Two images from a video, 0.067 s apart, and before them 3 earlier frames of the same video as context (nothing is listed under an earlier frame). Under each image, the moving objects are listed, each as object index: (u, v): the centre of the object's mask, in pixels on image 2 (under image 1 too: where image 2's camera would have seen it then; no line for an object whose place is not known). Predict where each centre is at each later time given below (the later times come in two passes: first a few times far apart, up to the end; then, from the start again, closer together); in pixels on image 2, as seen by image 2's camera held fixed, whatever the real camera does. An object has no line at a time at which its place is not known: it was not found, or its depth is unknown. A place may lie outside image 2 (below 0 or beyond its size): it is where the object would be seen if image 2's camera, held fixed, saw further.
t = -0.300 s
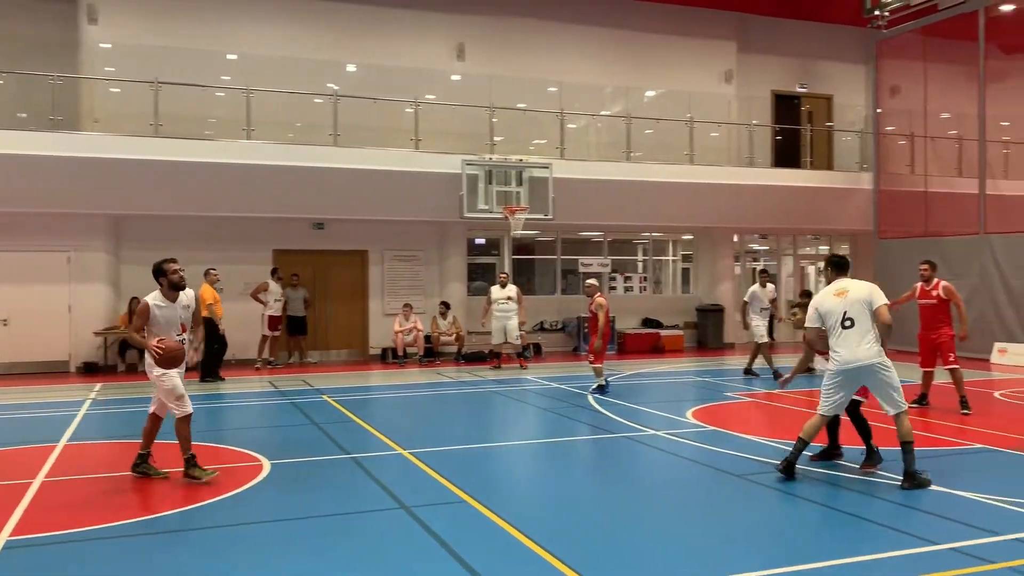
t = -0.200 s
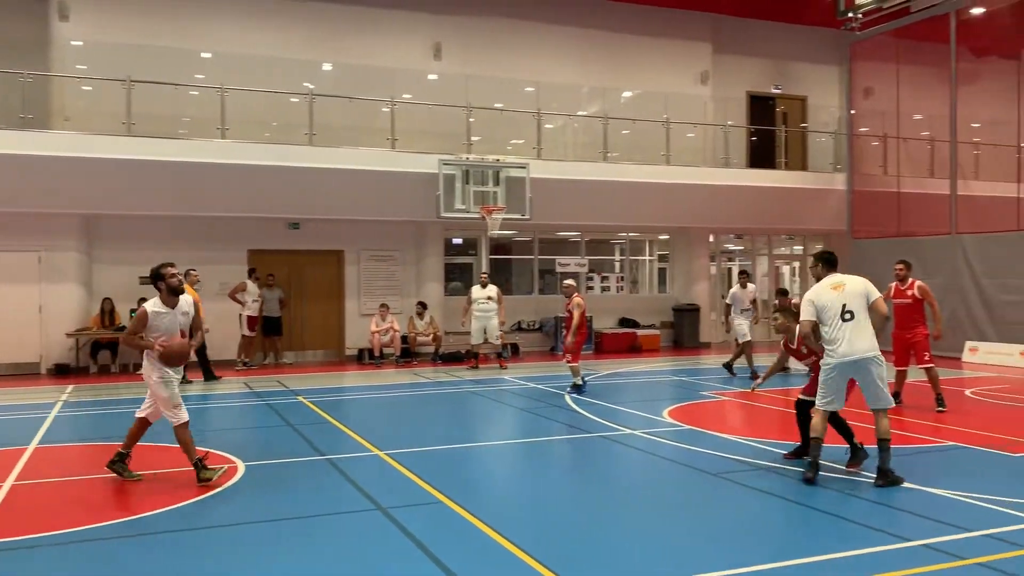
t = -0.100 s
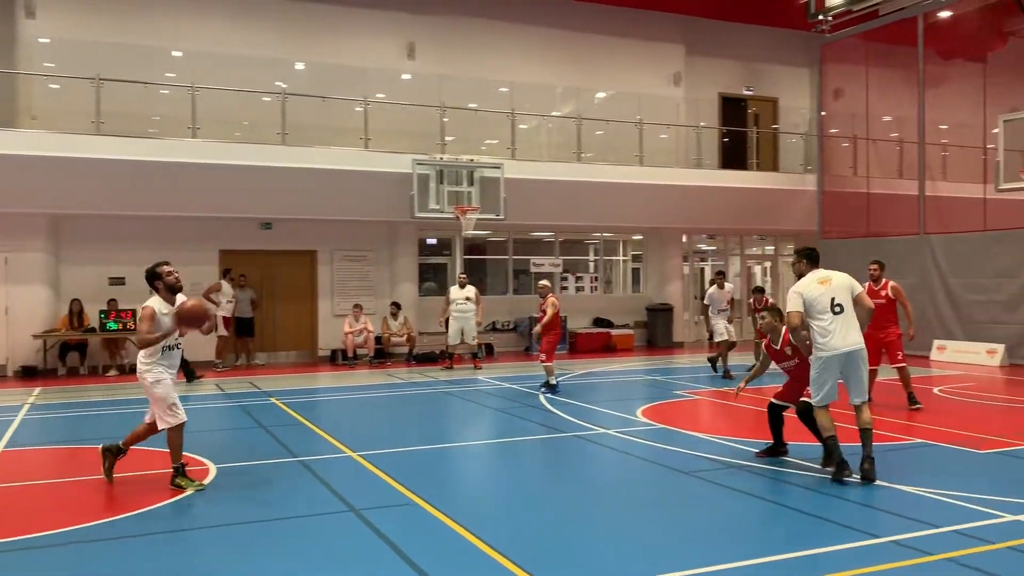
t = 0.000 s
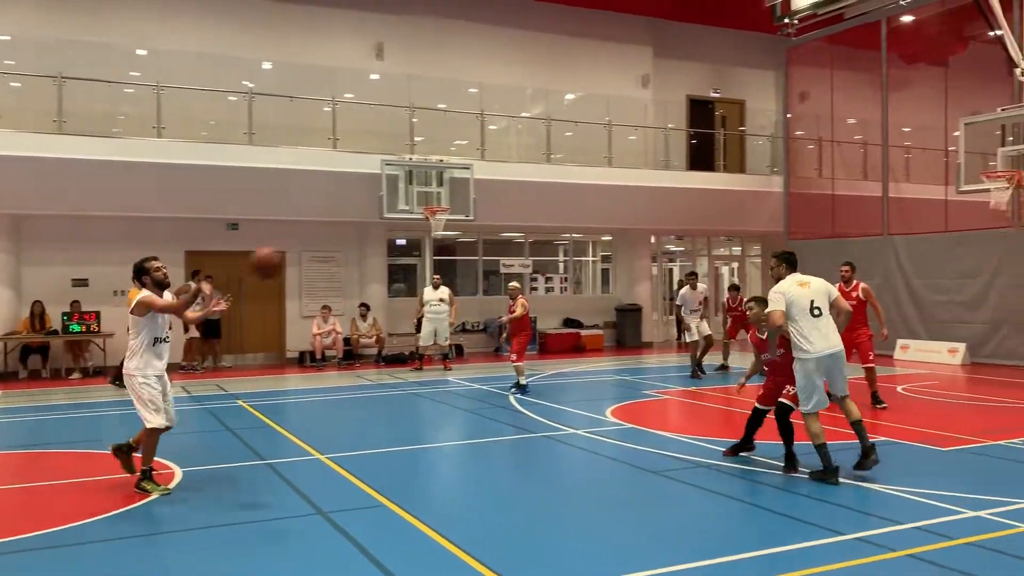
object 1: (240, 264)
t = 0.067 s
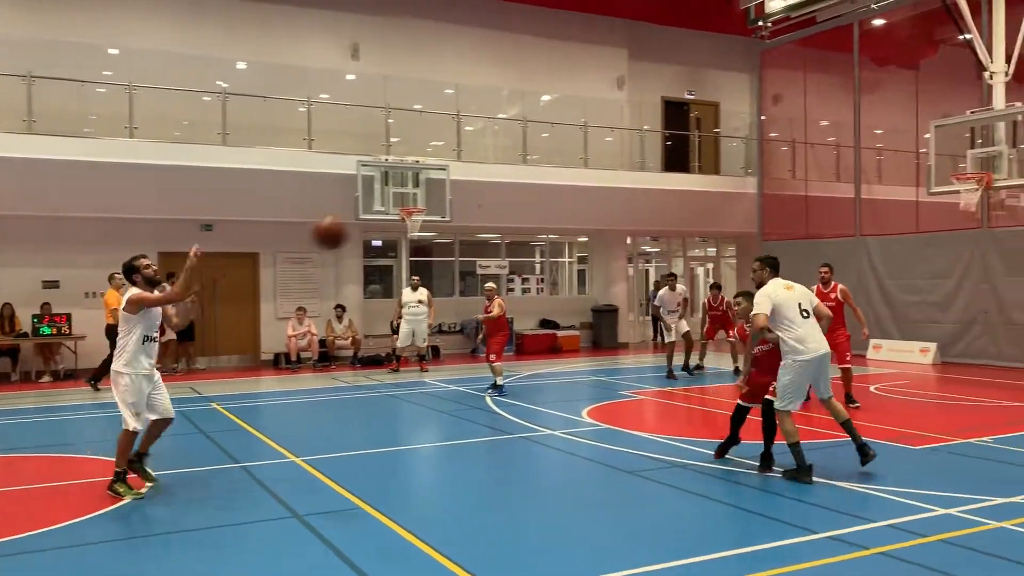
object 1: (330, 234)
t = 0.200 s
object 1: (515, 182)
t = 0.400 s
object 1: (820, 138)
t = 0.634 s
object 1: (1261, 147)
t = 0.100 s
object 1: (374, 220)
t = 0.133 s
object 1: (420, 206)
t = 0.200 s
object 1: (515, 182)
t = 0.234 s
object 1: (563, 172)
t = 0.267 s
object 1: (612, 163)
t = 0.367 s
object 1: (766, 143)
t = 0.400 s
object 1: (820, 138)
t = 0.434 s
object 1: (876, 136)
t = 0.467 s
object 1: (934, 134)
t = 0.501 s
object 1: (995, 134)
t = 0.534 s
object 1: (1057, 135)
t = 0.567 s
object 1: (1122, 138)
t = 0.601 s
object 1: (1192, 142)
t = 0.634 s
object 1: (1261, 147)
